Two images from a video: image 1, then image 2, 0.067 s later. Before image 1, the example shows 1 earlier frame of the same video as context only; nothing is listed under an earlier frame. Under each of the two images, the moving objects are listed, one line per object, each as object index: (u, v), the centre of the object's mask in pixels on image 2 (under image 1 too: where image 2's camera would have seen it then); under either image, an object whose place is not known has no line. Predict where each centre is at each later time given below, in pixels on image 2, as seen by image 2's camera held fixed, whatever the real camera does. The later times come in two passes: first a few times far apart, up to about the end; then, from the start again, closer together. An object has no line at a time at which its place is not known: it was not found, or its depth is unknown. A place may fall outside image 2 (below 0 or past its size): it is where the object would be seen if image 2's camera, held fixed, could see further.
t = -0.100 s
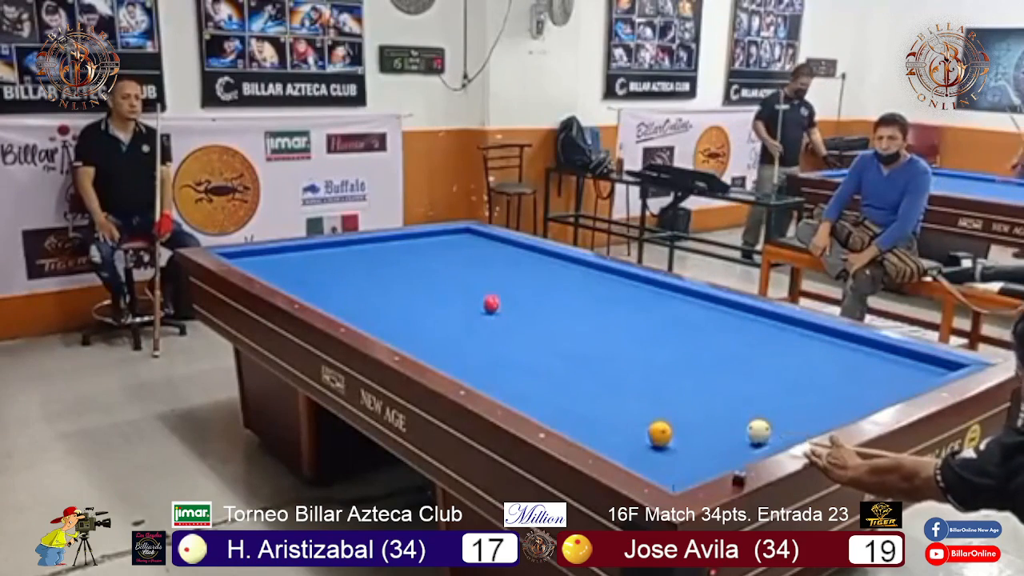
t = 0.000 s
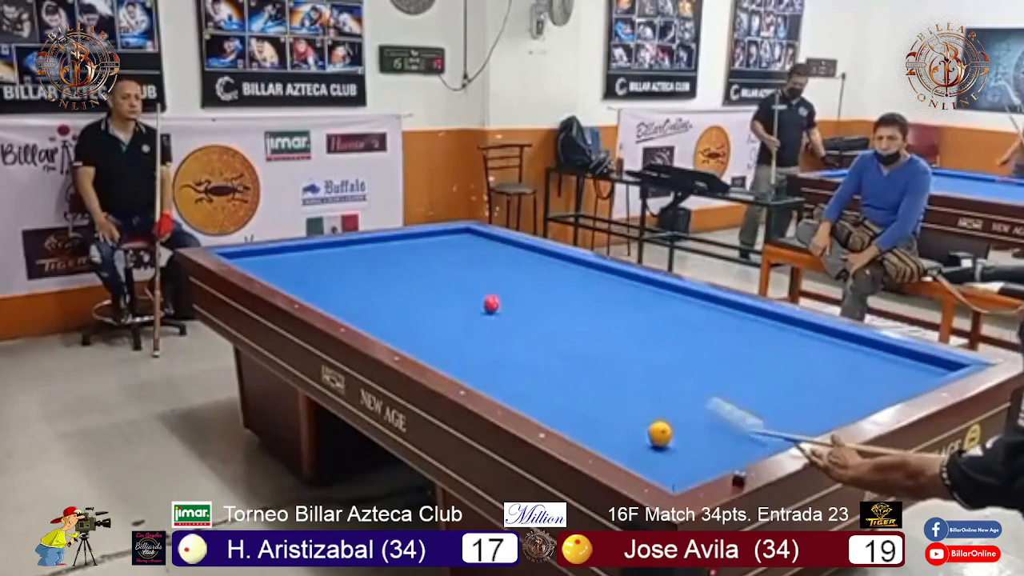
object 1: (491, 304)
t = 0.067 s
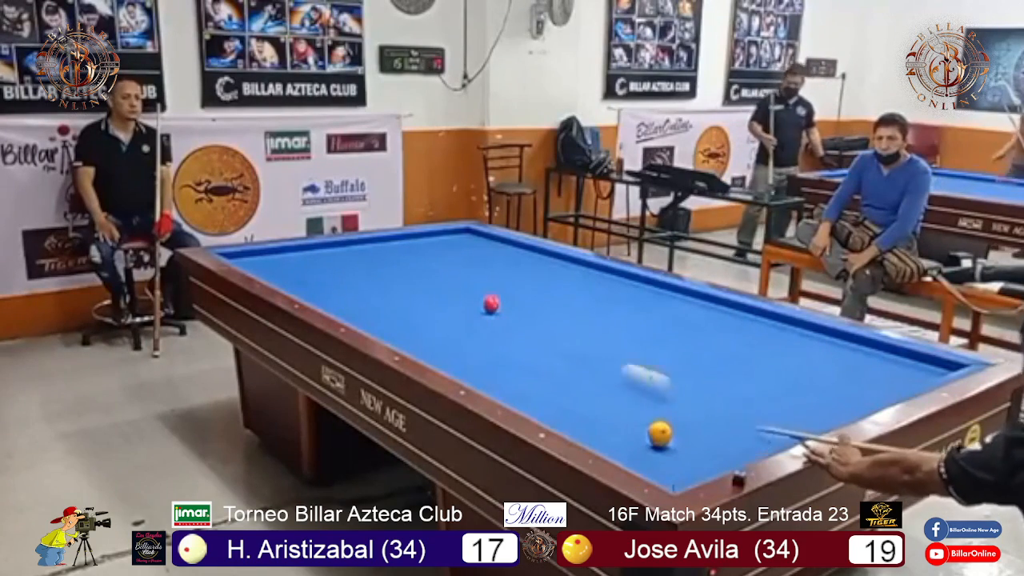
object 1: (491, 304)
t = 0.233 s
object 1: (492, 300)
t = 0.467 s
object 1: (533, 273)
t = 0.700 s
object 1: (551, 253)
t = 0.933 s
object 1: (484, 253)
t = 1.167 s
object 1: (427, 250)
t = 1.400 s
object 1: (371, 248)
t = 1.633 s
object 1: (316, 245)
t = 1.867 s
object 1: (285, 252)
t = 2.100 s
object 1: (254, 261)
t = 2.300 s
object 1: (263, 265)
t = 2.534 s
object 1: (297, 268)
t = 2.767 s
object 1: (331, 271)
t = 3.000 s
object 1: (364, 273)
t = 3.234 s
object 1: (397, 277)
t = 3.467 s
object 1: (430, 279)
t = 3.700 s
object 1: (463, 282)
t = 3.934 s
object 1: (495, 285)
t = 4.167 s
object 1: (527, 288)
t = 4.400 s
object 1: (559, 290)
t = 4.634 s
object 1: (590, 293)
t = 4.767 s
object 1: (607, 294)
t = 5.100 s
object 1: (649, 298)
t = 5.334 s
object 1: (679, 300)
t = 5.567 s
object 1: (712, 303)
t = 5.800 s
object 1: (739, 305)
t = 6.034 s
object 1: (748, 309)
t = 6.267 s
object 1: (757, 316)
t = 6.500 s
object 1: (765, 321)
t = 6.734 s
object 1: (773, 327)
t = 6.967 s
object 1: (781, 332)
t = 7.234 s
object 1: (790, 339)
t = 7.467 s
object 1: (797, 344)
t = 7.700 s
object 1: (805, 349)
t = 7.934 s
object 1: (813, 354)
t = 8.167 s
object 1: (821, 359)
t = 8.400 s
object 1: (828, 365)
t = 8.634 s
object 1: (836, 370)
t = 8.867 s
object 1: (843, 375)
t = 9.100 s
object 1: (851, 381)
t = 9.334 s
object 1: (858, 385)
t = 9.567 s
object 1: (865, 390)
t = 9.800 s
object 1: (872, 392)
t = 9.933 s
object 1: (873, 393)
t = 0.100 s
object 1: (491, 304)
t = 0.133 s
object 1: (491, 304)
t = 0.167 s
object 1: (491, 304)
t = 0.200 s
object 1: (491, 304)
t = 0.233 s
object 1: (492, 300)
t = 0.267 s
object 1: (496, 301)
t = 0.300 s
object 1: (503, 295)
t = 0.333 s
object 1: (510, 290)
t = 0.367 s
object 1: (516, 285)
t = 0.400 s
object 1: (523, 281)
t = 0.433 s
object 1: (528, 277)
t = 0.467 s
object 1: (533, 273)
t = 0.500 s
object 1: (538, 270)
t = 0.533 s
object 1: (542, 266)
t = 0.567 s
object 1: (547, 263)
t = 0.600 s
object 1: (550, 260)
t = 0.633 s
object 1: (554, 257)
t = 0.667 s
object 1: (557, 255)
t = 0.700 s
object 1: (551, 253)
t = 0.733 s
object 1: (539, 254)
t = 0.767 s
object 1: (530, 254)
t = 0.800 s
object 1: (519, 254)
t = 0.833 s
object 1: (510, 253)
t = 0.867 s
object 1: (501, 253)
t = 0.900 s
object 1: (492, 252)
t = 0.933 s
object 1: (484, 253)
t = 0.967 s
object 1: (476, 252)
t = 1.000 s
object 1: (467, 252)
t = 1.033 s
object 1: (459, 252)
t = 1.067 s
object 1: (452, 252)
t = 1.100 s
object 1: (443, 251)
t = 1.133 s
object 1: (437, 247)
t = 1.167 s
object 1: (427, 250)
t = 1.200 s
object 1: (420, 250)
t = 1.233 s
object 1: (411, 250)
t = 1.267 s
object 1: (403, 249)
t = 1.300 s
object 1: (395, 250)
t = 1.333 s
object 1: (388, 249)
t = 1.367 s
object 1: (380, 249)
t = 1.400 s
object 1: (371, 248)
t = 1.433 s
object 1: (363, 248)
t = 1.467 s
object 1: (355, 247)
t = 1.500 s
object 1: (347, 247)
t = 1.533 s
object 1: (339, 247)
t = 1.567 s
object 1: (331, 246)
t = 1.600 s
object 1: (324, 245)
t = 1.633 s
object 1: (316, 245)
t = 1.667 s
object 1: (308, 245)
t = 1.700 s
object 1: (305, 246)
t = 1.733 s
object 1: (301, 247)
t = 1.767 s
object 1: (297, 249)
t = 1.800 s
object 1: (293, 250)
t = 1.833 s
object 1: (289, 251)
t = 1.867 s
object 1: (285, 252)
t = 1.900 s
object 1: (280, 253)
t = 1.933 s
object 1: (276, 254)
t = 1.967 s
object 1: (272, 256)
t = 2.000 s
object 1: (268, 257)
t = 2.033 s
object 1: (263, 258)
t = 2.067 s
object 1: (258, 259)
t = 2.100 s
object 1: (254, 261)
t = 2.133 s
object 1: (250, 262)
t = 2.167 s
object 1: (246, 262)
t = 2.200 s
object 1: (246, 262)
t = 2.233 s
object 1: (253, 263)
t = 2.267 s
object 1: (258, 264)
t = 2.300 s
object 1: (263, 265)
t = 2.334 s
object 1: (268, 265)
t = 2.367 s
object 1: (272, 266)
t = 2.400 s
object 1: (277, 266)
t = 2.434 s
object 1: (283, 267)
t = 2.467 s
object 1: (288, 267)
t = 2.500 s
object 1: (292, 267)
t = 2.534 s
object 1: (297, 268)
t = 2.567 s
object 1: (302, 268)
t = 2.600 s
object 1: (307, 269)
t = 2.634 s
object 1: (312, 269)
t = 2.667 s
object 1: (317, 270)
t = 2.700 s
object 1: (321, 270)
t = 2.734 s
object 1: (326, 270)
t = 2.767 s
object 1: (331, 271)
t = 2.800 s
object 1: (335, 271)
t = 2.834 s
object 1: (340, 272)
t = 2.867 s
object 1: (345, 272)
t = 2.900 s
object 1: (349, 272)
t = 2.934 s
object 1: (354, 273)
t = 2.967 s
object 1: (359, 273)
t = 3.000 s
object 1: (364, 273)
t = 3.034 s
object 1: (369, 274)
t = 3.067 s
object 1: (373, 274)
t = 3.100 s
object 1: (378, 275)
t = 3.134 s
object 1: (383, 276)
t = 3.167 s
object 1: (388, 276)
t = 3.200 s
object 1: (393, 276)
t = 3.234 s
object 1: (397, 277)
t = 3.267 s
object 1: (402, 277)
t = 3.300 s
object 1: (407, 277)
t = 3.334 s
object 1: (411, 278)
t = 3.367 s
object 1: (416, 278)
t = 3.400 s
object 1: (421, 279)
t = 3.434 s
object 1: (426, 279)
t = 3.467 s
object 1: (430, 279)
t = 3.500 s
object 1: (435, 280)
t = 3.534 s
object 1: (439, 280)
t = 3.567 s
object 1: (445, 281)
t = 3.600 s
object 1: (449, 280)
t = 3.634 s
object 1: (454, 281)
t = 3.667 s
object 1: (458, 282)
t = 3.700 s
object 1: (463, 282)
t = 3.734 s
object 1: (468, 282)
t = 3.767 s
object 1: (473, 283)
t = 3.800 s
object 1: (477, 283)
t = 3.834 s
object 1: (481, 284)
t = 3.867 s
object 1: (486, 284)
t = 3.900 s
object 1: (491, 284)
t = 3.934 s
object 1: (495, 285)
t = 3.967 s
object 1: (500, 285)
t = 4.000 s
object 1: (504, 286)
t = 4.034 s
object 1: (509, 286)
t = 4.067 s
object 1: (513, 286)
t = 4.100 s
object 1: (518, 286)
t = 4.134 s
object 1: (522, 287)
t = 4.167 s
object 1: (527, 288)
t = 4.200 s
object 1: (531, 288)
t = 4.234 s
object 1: (536, 288)
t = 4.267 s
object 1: (541, 289)
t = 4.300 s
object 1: (545, 289)
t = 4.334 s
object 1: (550, 289)
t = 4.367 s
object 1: (555, 290)
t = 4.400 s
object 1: (559, 290)
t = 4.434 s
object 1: (563, 291)
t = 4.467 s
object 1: (568, 291)
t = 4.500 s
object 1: (572, 291)
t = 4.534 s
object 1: (577, 292)
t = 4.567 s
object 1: (581, 292)
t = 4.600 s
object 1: (586, 292)
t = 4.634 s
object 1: (590, 293)
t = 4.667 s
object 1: (595, 293)
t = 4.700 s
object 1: (599, 293)
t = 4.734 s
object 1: (604, 294)
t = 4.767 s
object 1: (607, 294)
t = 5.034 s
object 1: (645, 292)
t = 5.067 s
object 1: (645, 297)
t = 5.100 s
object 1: (649, 298)
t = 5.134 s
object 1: (653, 298)
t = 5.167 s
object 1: (658, 299)
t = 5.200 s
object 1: (662, 299)
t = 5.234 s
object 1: (667, 299)
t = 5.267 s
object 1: (671, 300)
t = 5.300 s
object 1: (676, 300)
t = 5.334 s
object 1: (679, 300)
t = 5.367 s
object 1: (684, 301)
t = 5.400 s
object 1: (689, 301)
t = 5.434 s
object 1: (694, 301)
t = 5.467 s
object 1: (698, 302)
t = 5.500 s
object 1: (702, 302)
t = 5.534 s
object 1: (707, 303)
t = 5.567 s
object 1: (712, 303)
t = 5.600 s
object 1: (717, 303)
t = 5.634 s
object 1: (719, 304)
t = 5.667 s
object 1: (725, 305)
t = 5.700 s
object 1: (727, 305)
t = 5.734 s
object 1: (731, 304)
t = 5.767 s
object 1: (737, 305)
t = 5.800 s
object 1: (739, 305)
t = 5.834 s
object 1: (741, 305)
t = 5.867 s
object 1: (742, 306)
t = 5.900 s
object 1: (744, 307)
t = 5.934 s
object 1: (745, 307)
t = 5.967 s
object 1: (746, 308)
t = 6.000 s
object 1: (747, 308)
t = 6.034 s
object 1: (748, 309)
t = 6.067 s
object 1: (749, 310)
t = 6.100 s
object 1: (750, 311)
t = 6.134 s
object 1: (752, 312)
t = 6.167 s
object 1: (753, 314)
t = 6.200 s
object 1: (754, 314)
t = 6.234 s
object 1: (756, 315)
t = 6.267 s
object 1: (757, 316)
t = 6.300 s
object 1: (758, 317)
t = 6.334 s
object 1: (759, 317)
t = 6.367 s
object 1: (760, 318)
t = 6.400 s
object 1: (762, 319)
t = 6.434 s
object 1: (763, 320)
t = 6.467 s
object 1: (763, 320)
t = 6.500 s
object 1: (765, 321)
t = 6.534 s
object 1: (766, 322)
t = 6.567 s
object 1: (767, 324)
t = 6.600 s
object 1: (768, 324)
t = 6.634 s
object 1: (770, 325)
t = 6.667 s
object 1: (771, 325)
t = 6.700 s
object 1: (772, 326)
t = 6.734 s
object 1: (773, 327)
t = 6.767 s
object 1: (774, 327)
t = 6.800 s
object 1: (775, 329)
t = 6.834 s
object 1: (777, 329)
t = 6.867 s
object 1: (778, 330)
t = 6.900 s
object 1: (779, 331)
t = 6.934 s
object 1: (780, 331)
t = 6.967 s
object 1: (781, 332)
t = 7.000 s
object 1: (782, 333)
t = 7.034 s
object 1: (783, 333)
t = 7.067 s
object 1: (784, 334)
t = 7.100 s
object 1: (786, 335)
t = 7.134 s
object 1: (786, 336)
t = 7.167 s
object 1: (788, 337)
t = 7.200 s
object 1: (788, 338)
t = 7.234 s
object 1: (790, 339)
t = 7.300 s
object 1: (792, 340)
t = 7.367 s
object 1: (794, 341)
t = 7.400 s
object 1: (794, 342)
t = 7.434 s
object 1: (796, 342)
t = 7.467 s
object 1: (797, 344)
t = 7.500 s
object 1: (798, 344)
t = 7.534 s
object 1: (799, 345)
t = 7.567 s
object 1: (800, 346)
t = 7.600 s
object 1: (801, 346)
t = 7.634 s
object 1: (802, 347)
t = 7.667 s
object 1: (804, 348)
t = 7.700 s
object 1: (805, 349)
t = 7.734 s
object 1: (806, 350)
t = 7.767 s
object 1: (807, 350)
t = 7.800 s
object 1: (808, 351)
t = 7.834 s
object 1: (810, 352)
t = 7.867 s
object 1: (810, 353)
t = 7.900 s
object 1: (812, 354)
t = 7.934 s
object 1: (813, 354)
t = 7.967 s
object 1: (814, 355)
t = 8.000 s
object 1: (815, 356)
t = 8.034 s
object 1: (816, 357)
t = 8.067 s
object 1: (817, 358)
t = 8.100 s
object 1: (819, 358)
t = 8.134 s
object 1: (820, 358)
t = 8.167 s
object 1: (821, 359)
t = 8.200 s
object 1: (822, 360)
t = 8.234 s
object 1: (823, 361)
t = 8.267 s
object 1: (824, 362)
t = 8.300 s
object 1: (825, 362)
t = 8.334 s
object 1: (826, 363)
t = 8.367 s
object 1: (827, 364)
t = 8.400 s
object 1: (828, 365)
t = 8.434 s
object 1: (829, 366)
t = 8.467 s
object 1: (830, 366)
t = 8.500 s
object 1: (831, 367)
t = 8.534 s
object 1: (833, 367)
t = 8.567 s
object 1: (834, 369)
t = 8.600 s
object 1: (835, 369)
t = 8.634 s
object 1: (836, 370)
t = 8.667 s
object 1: (837, 371)
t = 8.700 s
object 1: (838, 372)
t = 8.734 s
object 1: (839, 372)
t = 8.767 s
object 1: (840, 373)
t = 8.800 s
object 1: (841, 374)
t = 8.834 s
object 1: (842, 374)
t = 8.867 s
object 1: (843, 375)
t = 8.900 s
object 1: (845, 376)
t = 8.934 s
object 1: (846, 376)
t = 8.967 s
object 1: (847, 377)
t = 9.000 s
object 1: (848, 378)
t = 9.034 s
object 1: (849, 379)
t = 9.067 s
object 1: (849, 380)
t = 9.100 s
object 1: (851, 381)
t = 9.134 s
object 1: (852, 381)
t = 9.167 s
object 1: (853, 382)
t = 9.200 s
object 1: (854, 383)
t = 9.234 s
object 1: (855, 383)
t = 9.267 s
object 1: (856, 384)
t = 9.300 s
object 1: (857, 384)
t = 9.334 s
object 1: (858, 385)
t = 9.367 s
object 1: (859, 386)
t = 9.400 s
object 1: (860, 386)
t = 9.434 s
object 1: (861, 387)
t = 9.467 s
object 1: (862, 388)
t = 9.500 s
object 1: (863, 388)
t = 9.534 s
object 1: (865, 388)
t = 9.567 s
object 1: (865, 390)
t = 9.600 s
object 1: (866, 390)
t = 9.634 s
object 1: (867, 391)
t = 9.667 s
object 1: (868, 391)
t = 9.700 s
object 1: (869, 391)
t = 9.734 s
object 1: (870, 391)
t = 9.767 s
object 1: (871, 392)
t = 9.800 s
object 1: (872, 392)
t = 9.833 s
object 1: (873, 392)
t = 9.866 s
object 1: (873, 393)
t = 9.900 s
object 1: (872, 393)
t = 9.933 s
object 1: (873, 393)
